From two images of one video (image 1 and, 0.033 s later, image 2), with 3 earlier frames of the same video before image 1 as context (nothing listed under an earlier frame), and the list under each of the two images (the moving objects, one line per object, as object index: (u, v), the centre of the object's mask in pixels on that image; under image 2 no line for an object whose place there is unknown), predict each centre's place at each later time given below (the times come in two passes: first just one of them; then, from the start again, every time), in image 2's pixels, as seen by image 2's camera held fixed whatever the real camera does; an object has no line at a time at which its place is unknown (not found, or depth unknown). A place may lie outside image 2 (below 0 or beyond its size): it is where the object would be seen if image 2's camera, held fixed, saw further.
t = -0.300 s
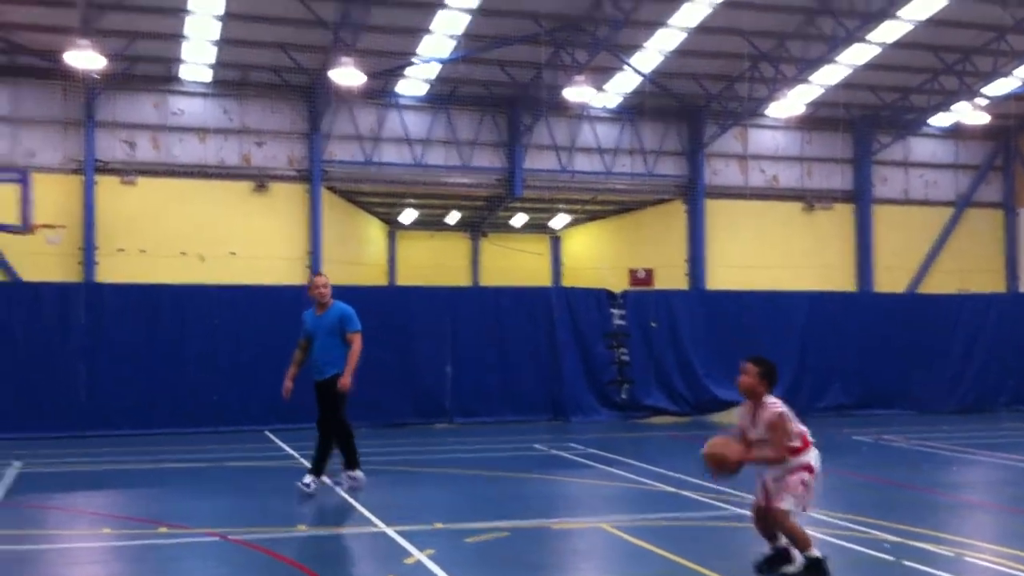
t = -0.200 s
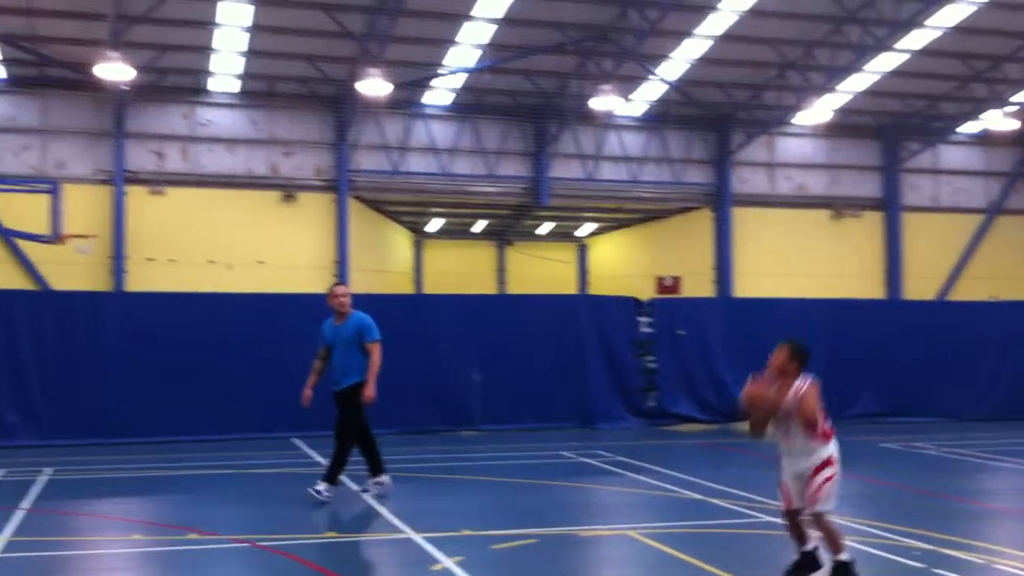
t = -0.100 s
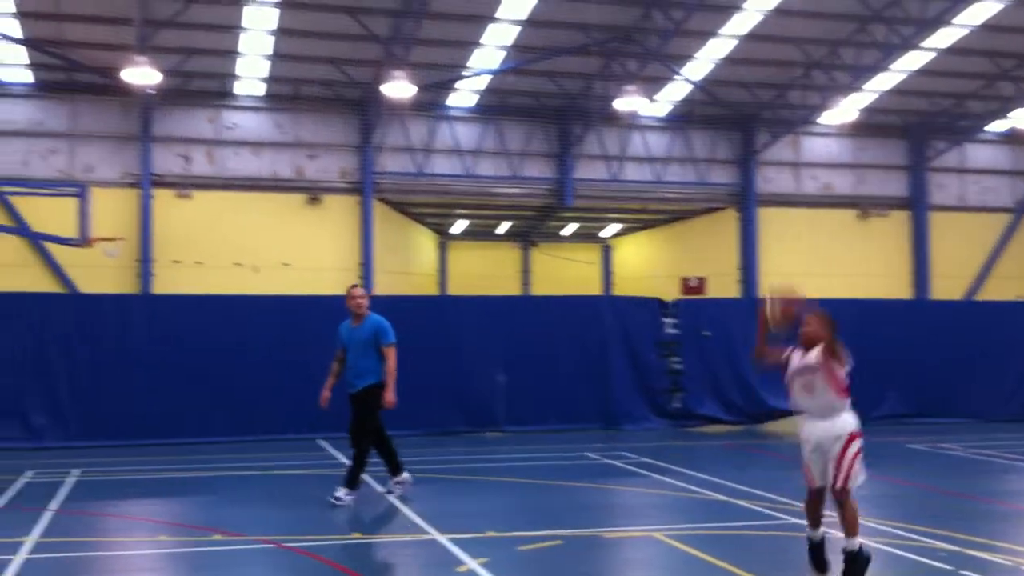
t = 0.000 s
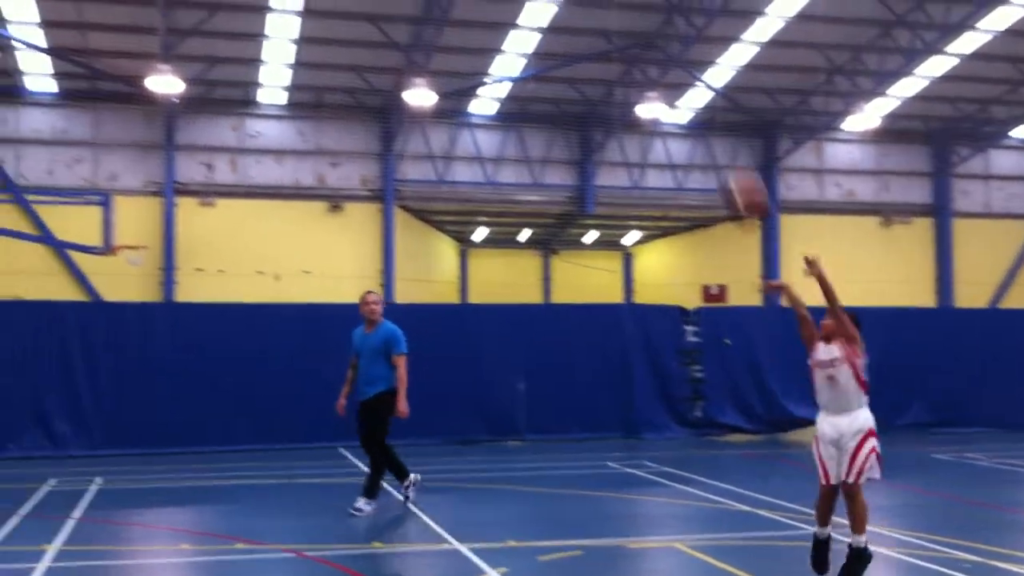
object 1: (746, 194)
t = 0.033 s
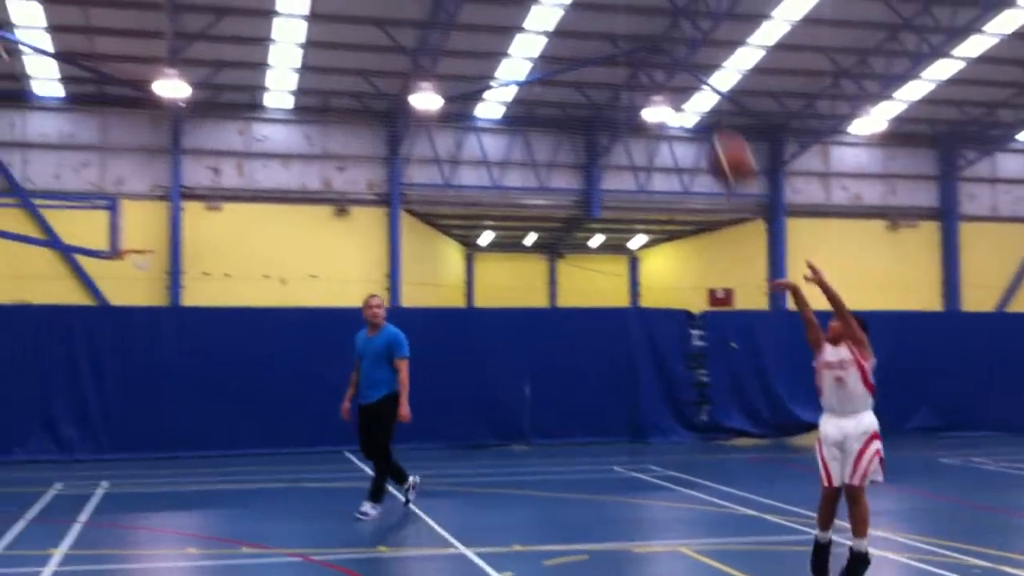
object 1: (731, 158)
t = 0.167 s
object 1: (648, 20)
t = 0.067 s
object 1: (714, 127)
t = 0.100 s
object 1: (686, 84)
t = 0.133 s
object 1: (670, 50)
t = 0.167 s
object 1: (648, 20)
